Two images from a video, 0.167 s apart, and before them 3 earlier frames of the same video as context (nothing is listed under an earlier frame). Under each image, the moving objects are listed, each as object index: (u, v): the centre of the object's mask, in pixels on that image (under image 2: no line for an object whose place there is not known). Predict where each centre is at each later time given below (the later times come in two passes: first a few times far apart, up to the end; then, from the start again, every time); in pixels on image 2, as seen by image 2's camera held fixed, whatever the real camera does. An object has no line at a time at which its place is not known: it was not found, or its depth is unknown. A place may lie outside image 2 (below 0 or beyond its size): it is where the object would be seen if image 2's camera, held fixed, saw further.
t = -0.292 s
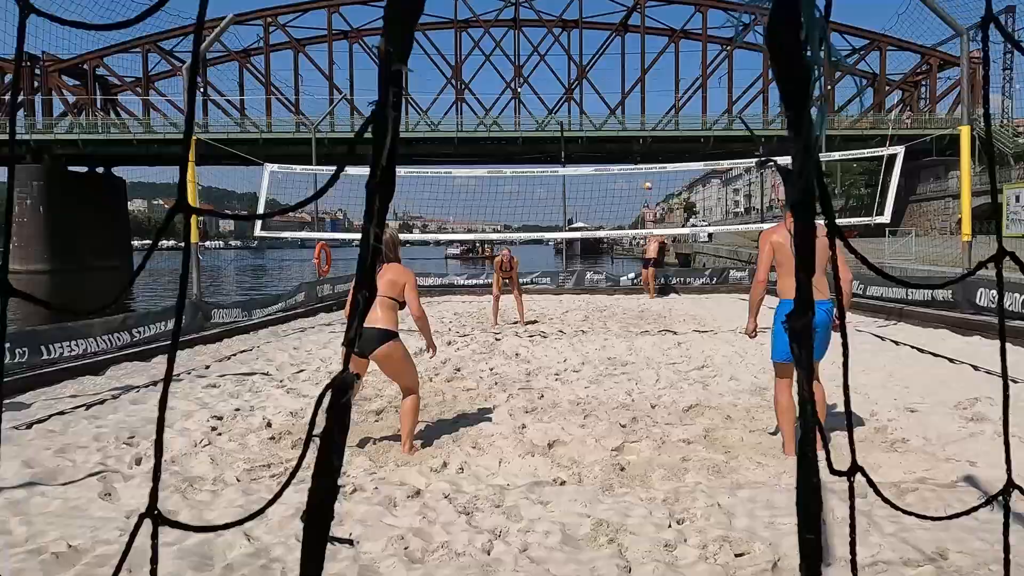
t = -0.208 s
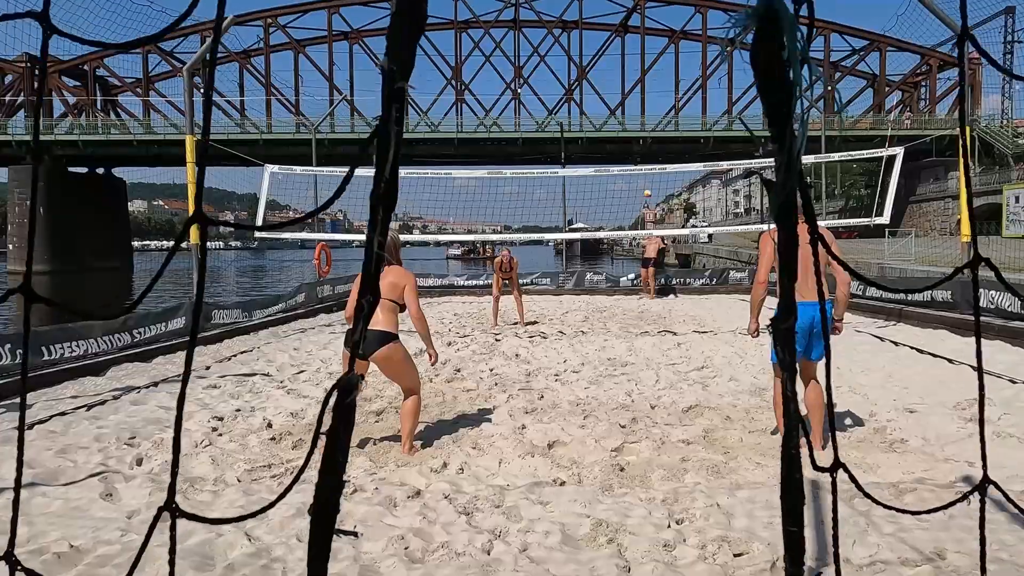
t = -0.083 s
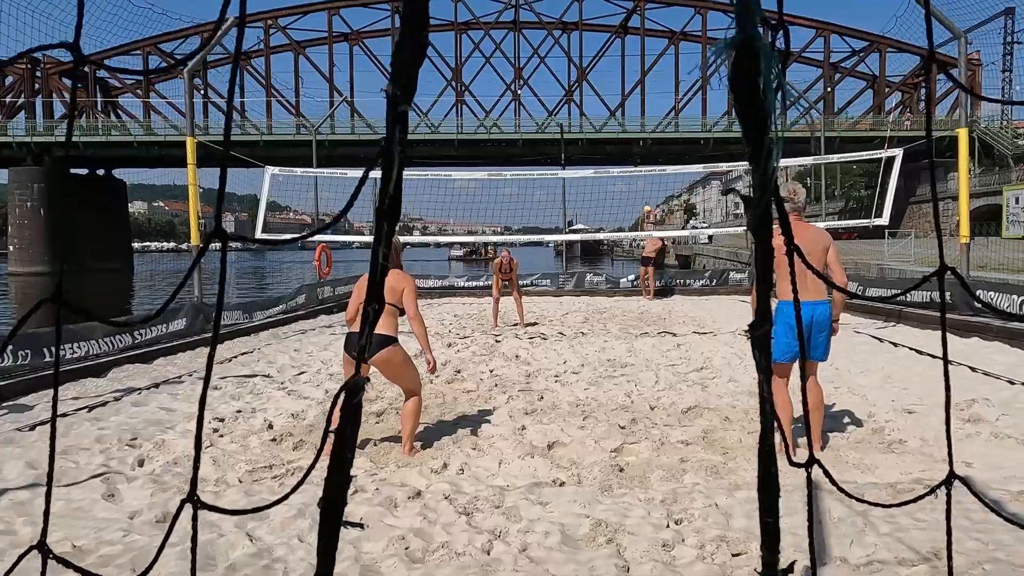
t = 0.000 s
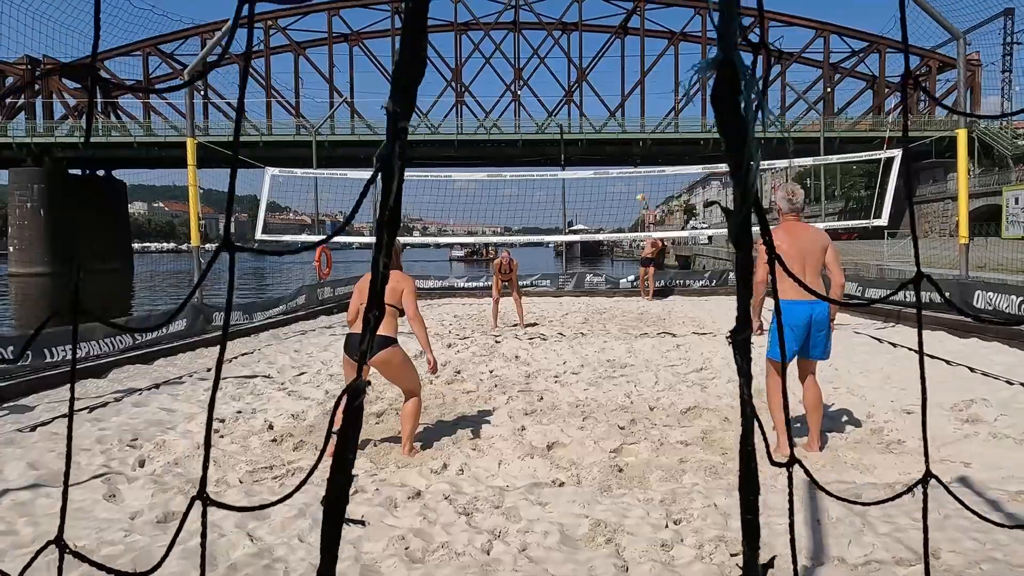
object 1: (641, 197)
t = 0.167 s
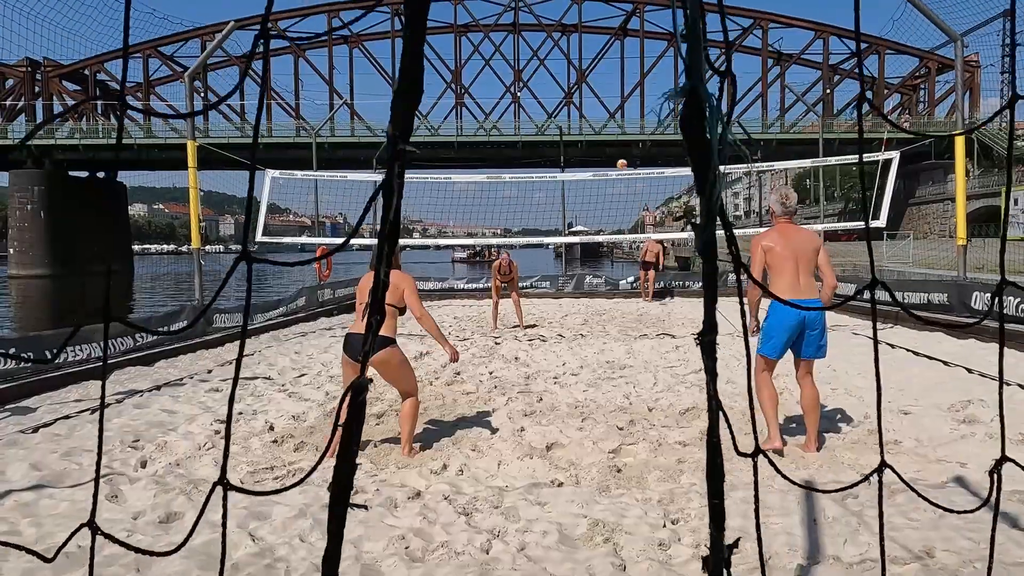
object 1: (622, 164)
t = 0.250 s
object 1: (612, 152)
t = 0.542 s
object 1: (569, 131)
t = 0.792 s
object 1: (511, 164)
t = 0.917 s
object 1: (474, 211)
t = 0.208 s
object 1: (617, 158)
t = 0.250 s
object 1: (612, 152)
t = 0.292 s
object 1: (607, 147)
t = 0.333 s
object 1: (601, 142)
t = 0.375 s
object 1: (595, 138)
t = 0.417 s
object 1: (589, 135)
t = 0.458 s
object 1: (583, 131)
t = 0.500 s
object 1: (576, 130)
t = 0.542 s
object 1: (569, 131)
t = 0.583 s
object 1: (557, 133)
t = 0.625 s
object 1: (548, 136)
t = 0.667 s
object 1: (540, 141)
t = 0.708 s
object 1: (531, 147)
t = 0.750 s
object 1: (521, 155)
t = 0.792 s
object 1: (511, 164)
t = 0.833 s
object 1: (499, 176)
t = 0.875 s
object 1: (487, 192)
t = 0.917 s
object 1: (474, 211)
